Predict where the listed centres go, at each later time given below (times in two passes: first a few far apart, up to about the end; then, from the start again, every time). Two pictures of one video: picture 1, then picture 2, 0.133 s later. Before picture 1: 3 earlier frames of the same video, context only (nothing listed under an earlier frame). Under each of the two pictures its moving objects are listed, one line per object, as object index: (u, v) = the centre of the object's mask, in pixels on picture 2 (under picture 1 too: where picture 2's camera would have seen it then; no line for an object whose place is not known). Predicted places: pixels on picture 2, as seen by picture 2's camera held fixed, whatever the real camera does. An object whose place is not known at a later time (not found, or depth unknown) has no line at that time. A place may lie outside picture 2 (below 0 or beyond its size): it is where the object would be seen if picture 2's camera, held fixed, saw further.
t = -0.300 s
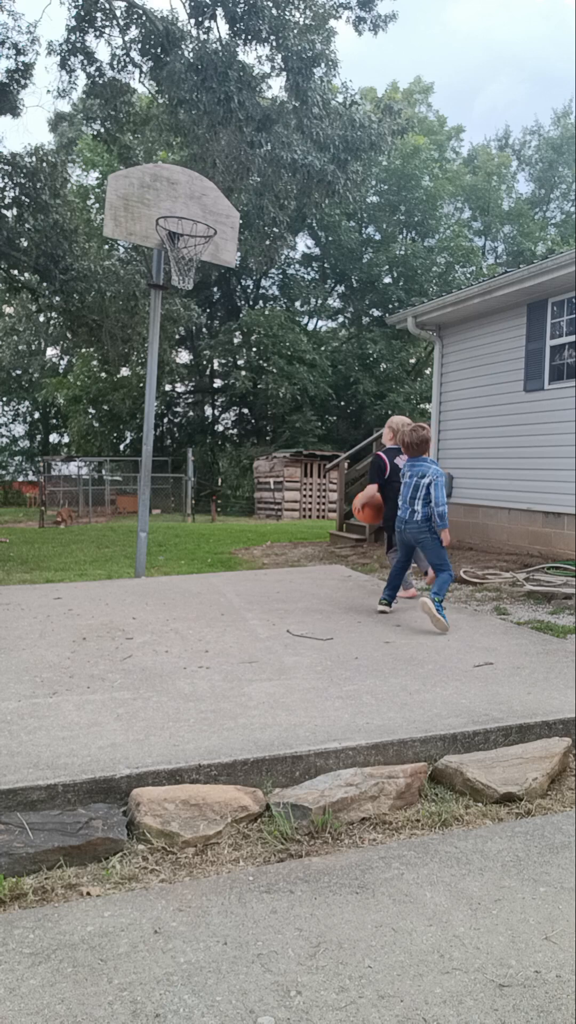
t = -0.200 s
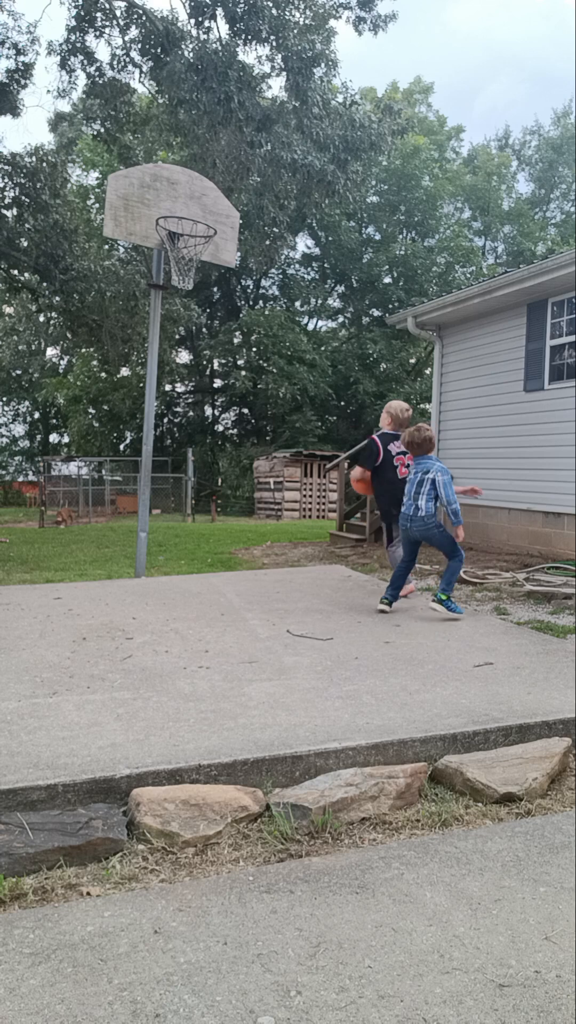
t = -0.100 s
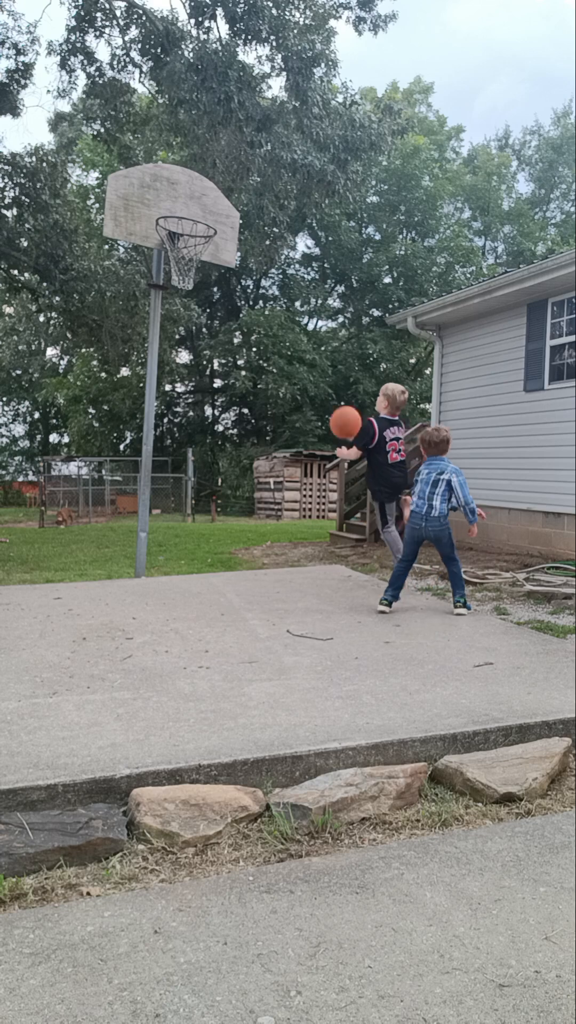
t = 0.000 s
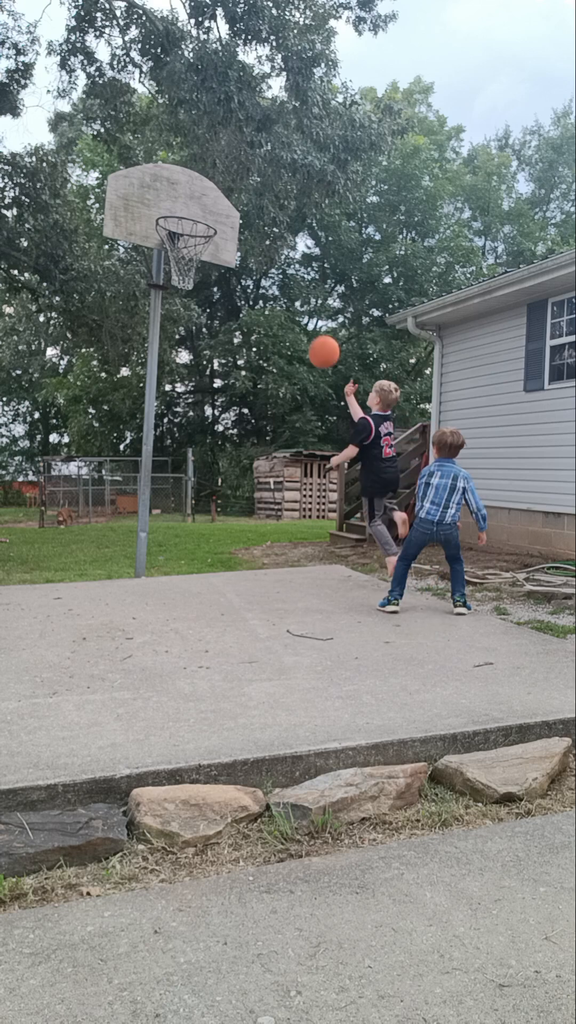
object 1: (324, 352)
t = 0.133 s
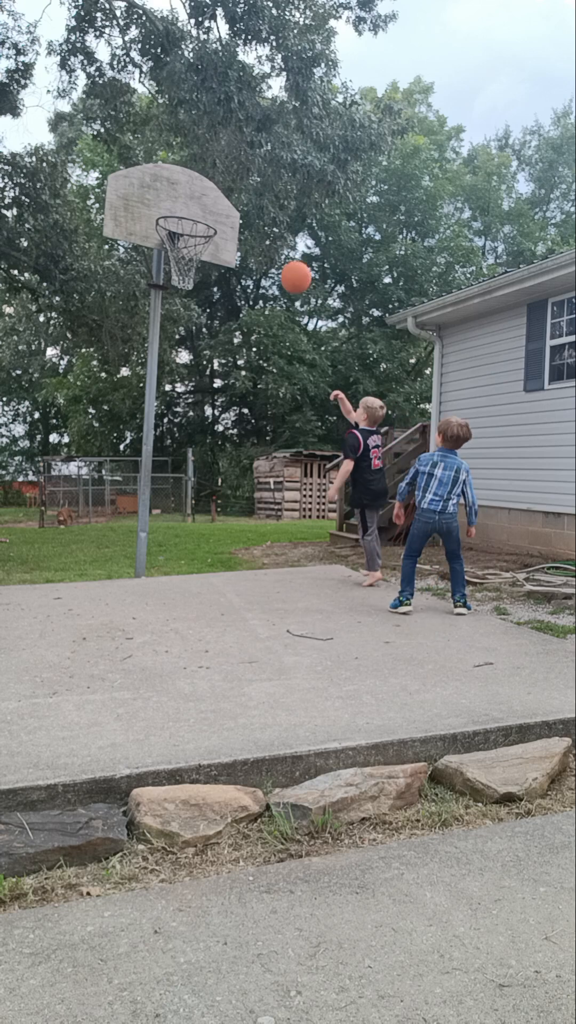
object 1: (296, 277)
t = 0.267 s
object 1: (269, 227)
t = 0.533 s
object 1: (217, 196)
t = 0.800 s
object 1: (187, 211)
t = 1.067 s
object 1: (186, 215)
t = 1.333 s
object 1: (191, 250)
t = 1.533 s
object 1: (178, 269)
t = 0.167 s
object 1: (289, 262)
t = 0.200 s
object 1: (282, 249)
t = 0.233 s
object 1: (275, 237)
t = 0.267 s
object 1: (269, 227)
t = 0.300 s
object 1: (262, 219)
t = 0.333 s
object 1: (256, 211)
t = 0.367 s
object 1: (249, 205)
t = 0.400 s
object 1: (243, 201)
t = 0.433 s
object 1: (236, 198)
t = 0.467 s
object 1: (230, 196)
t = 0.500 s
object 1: (224, 195)
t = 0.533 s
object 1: (217, 196)
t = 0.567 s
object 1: (211, 199)
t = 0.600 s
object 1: (205, 202)
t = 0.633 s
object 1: (201, 200)
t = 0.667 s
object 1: (199, 200)
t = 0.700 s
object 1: (196, 200)
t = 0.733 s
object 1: (193, 203)
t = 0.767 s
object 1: (190, 205)
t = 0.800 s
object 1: (187, 211)
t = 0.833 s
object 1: (184, 217)
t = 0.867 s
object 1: (182, 217)
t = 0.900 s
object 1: (182, 214)
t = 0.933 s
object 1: (182, 212)
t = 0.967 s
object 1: (181, 212)
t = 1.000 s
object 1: (180, 213)
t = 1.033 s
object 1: (182, 214)
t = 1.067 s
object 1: (186, 215)
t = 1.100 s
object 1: (190, 218)
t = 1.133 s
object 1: (195, 221)
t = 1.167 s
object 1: (199, 226)
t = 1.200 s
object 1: (199, 230)
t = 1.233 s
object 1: (197, 235)
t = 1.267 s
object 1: (195, 240)
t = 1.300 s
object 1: (193, 247)
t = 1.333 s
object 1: (191, 250)
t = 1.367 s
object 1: (190, 253)
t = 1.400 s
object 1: (186, 255)
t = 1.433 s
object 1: (185, 258)
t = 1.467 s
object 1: (182, 261)
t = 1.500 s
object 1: (180, 265)
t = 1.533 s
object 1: (178, 269)
